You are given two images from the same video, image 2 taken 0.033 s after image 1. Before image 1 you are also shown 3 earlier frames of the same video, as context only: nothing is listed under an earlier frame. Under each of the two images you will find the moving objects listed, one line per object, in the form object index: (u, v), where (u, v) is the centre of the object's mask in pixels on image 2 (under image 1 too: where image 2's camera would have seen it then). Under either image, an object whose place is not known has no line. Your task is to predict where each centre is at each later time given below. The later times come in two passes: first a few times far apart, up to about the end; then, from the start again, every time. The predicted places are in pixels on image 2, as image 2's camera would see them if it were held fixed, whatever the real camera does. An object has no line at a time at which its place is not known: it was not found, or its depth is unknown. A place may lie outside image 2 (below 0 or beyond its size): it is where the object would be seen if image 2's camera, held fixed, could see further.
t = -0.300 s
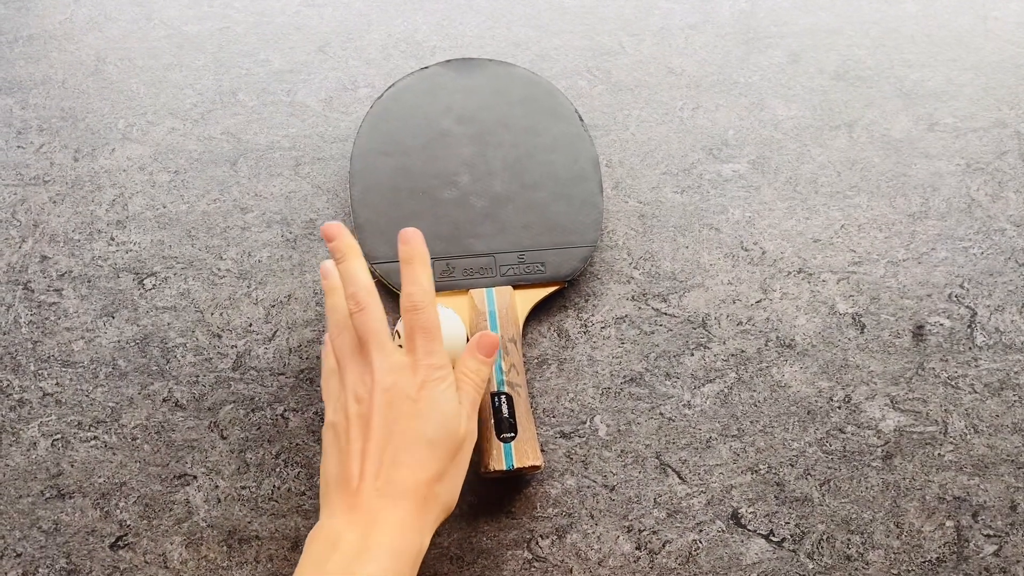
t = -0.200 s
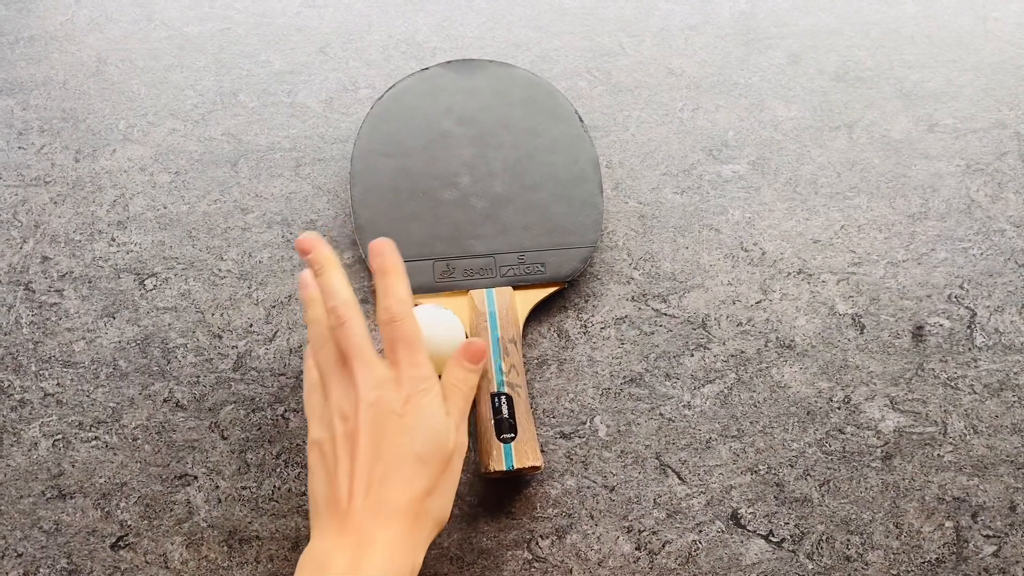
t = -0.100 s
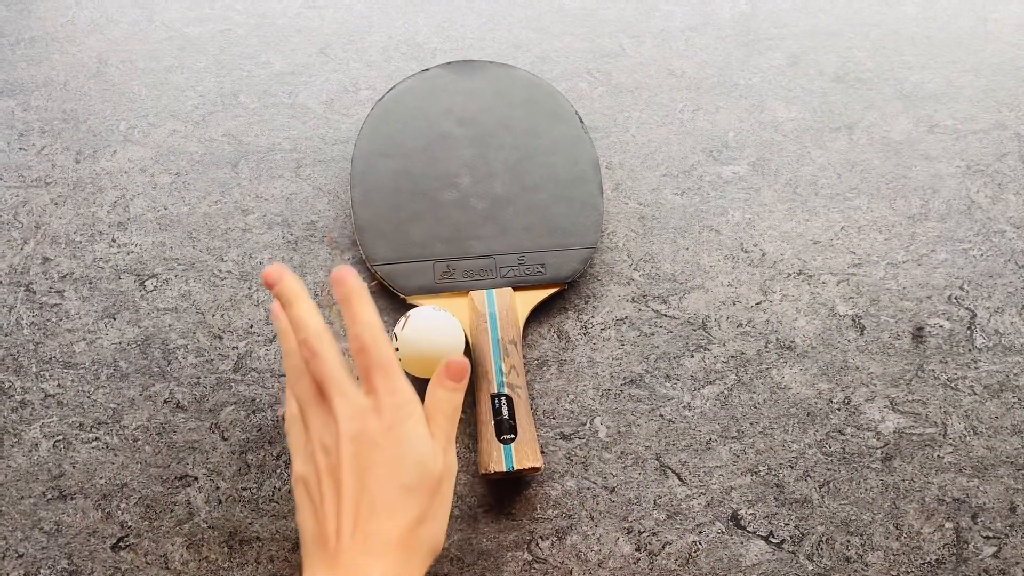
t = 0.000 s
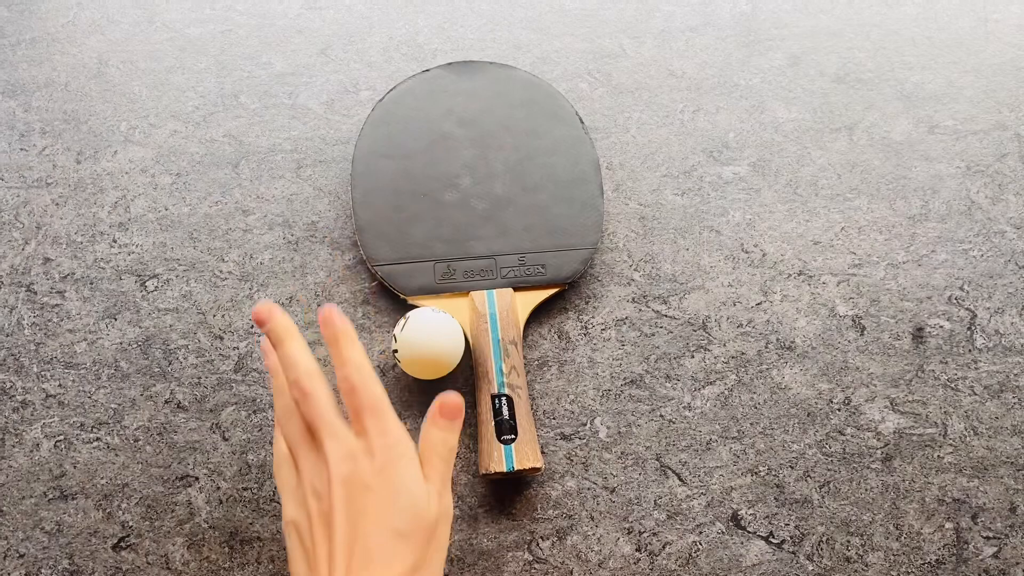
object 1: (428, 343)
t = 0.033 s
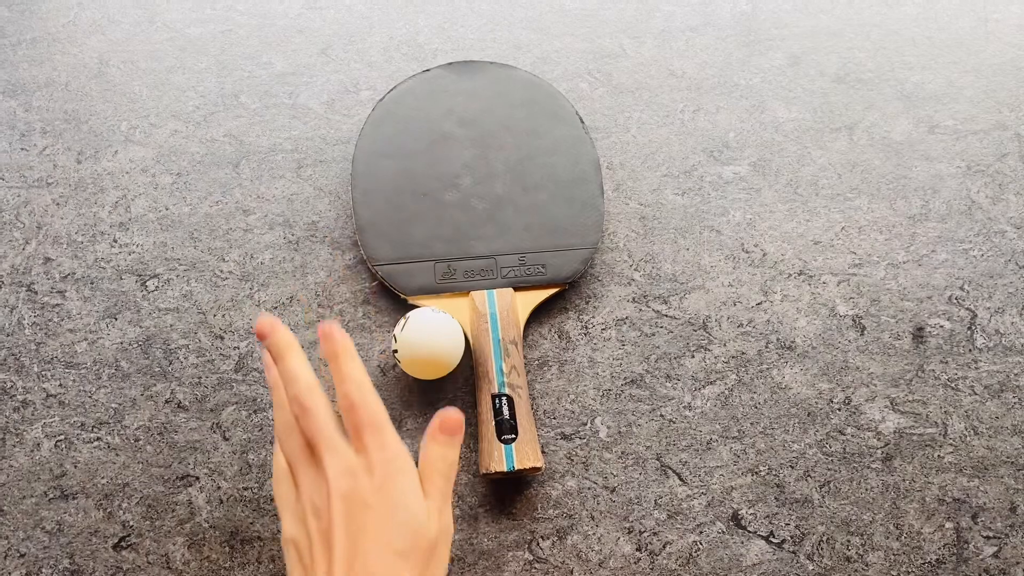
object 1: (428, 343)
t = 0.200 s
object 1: (426, 346)
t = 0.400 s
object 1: (425, 351)
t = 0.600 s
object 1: (423, 358)
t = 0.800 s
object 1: (419, 364)
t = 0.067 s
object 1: (427, 344)
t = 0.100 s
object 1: (427, 344)
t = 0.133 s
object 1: (427, 345)
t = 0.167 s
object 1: (427, 345)
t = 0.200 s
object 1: (426, 346)
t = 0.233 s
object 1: (426, 346)
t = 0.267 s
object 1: (426, 347)
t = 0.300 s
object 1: (426, 348)
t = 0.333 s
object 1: (426, 349)
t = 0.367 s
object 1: (425, 350)
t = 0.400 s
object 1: (425, 351)
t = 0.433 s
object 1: (425, 352)
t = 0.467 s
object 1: (425, 353)
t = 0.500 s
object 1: (424, 354)
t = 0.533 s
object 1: (424, 355)
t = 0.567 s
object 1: (423, 357)
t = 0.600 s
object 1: (423, 358)
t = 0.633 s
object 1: (422, 359)
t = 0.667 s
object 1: (421, 360)
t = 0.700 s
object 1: (421, 361)
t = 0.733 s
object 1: (421, 362)
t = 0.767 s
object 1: (420, 363)
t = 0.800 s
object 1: (419, 364)
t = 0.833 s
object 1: (418, 366)
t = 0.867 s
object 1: (417, 367)
